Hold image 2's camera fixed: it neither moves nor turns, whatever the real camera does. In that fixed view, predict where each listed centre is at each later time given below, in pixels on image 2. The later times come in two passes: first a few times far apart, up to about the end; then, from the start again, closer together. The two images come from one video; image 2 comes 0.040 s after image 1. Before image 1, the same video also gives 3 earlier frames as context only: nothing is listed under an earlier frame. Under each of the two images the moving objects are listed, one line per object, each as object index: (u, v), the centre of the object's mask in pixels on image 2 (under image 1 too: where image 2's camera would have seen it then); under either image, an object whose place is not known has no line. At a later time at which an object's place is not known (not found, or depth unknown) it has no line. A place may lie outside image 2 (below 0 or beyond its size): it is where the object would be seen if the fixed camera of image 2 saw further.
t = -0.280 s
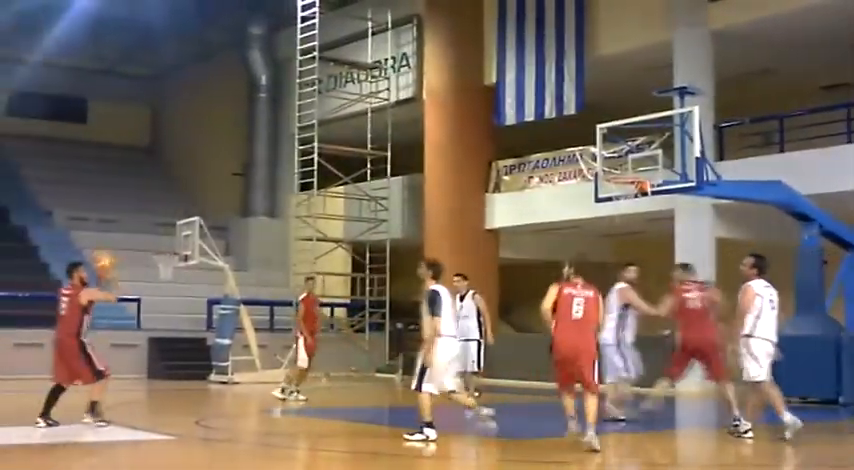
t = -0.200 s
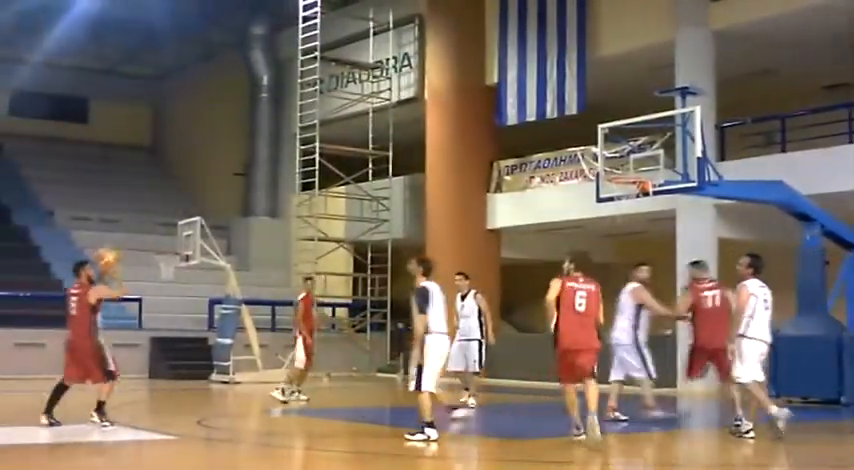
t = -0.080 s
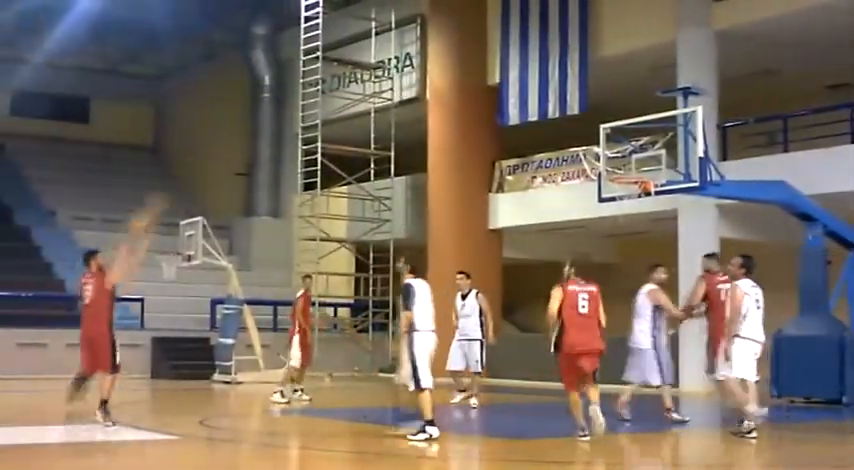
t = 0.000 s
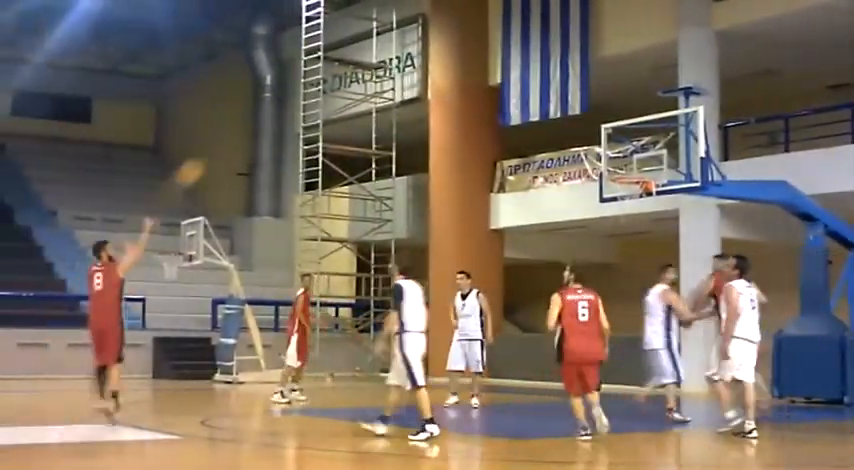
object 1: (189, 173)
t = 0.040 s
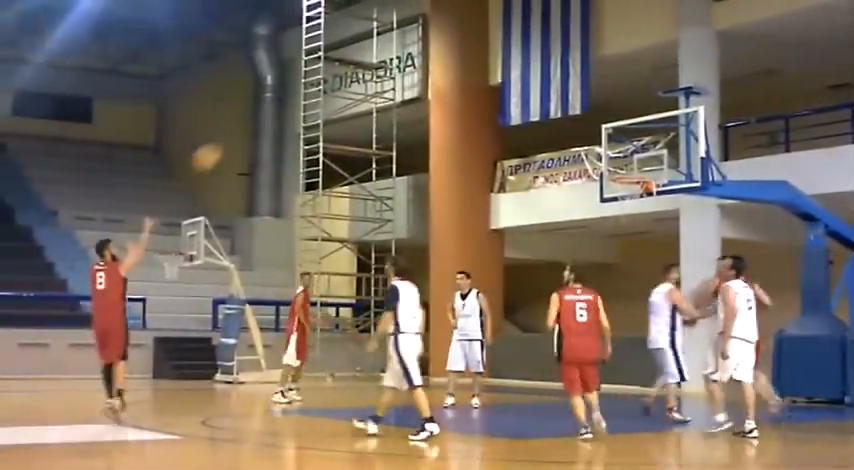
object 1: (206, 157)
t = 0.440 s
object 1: (387, 56)
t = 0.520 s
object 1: (418, 50)
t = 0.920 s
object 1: (562, 104)
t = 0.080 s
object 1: (223, 143)
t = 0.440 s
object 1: (387, 56)
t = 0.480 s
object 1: (403, 54)
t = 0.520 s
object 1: (418, 50)
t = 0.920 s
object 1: (562, 104)
